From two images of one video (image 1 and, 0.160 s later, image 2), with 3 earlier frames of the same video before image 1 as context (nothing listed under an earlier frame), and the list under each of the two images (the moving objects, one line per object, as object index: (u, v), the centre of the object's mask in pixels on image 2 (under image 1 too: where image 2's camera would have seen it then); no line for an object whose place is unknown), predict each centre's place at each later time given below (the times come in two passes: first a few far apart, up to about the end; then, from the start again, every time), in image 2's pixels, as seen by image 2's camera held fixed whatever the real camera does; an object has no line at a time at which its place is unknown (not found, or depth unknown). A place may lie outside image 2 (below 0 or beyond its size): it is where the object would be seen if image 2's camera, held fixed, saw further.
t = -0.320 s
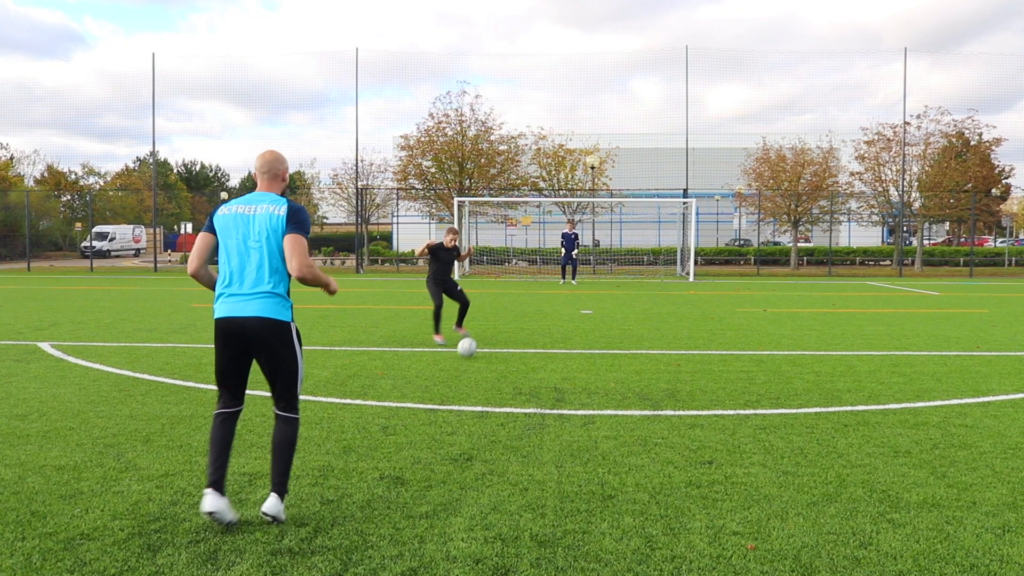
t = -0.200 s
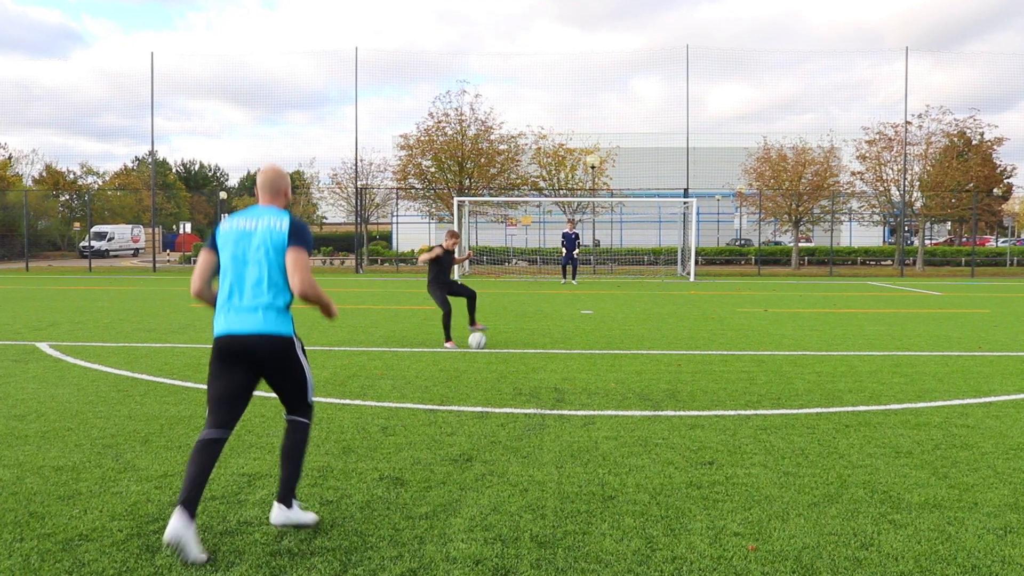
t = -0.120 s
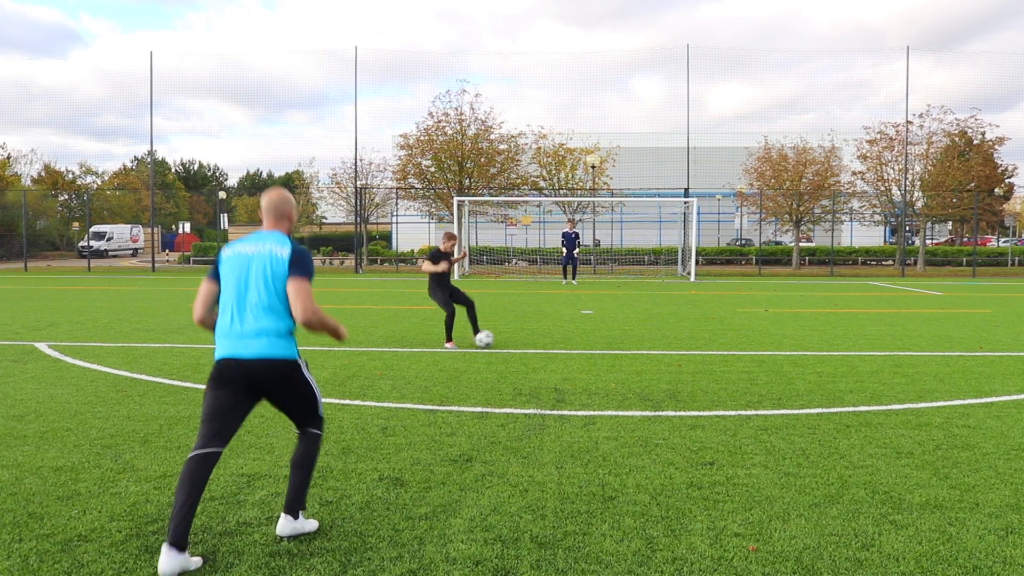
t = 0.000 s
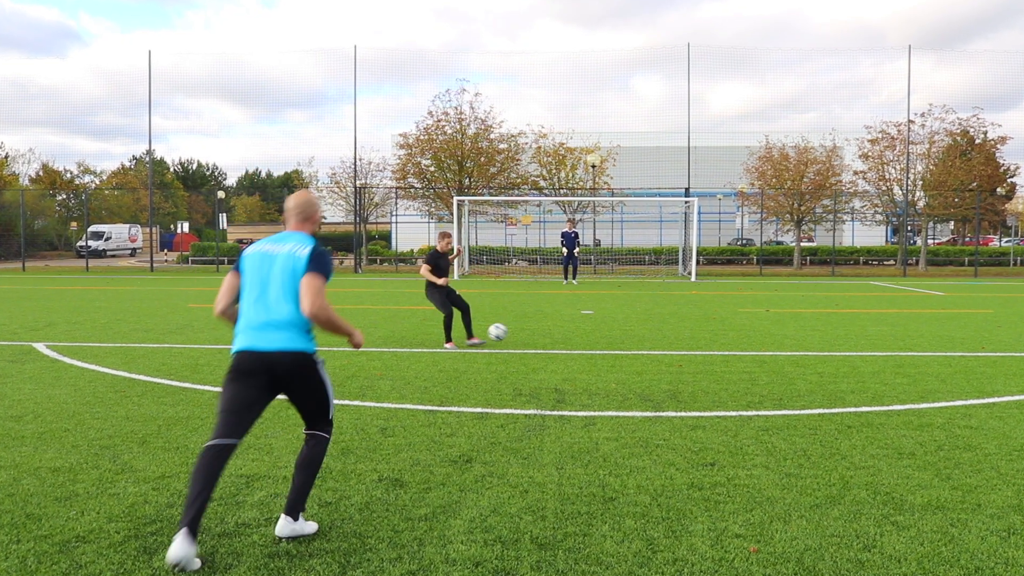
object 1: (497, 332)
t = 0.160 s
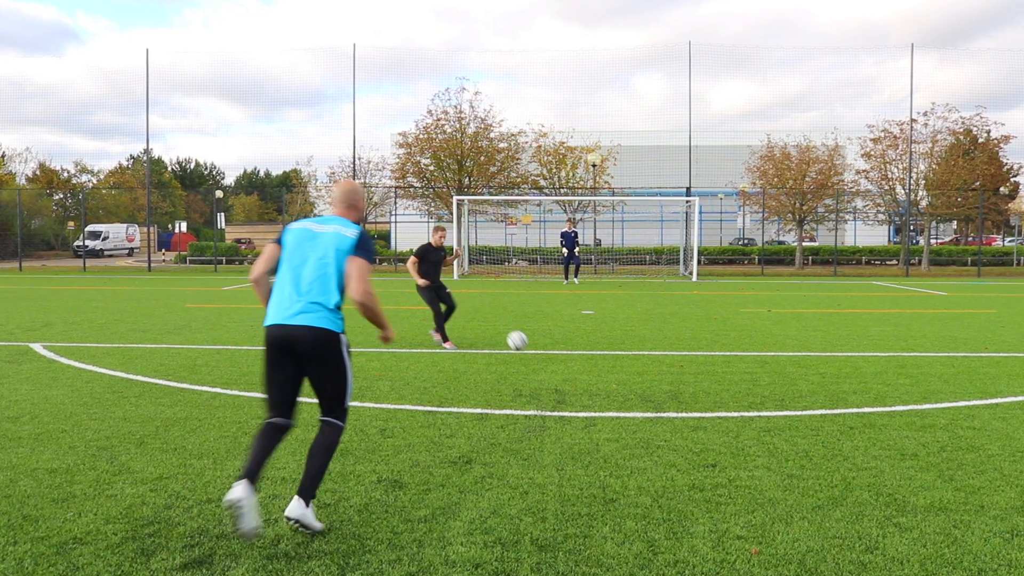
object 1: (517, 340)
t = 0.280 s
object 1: (533, 360)
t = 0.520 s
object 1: (560, 368)
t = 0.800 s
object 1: (593, 385)
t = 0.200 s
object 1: (522, 346)
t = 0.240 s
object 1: (528, 354)
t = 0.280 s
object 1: (533, 360)
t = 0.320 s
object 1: (537, 356)
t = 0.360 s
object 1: (540, 354)
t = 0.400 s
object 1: (544, 354)
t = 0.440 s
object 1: (548, 355)
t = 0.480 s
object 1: (556, 362)
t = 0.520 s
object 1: (560, 368)
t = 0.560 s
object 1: (564, 373)
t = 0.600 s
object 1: (569, 372)
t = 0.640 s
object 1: (573, 372)
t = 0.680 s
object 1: (578, 373)
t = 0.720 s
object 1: (583, 377)
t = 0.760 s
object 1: (588, 382)
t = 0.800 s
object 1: (593, 385)
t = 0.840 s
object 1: (598, 386)
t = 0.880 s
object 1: (603, 387)
